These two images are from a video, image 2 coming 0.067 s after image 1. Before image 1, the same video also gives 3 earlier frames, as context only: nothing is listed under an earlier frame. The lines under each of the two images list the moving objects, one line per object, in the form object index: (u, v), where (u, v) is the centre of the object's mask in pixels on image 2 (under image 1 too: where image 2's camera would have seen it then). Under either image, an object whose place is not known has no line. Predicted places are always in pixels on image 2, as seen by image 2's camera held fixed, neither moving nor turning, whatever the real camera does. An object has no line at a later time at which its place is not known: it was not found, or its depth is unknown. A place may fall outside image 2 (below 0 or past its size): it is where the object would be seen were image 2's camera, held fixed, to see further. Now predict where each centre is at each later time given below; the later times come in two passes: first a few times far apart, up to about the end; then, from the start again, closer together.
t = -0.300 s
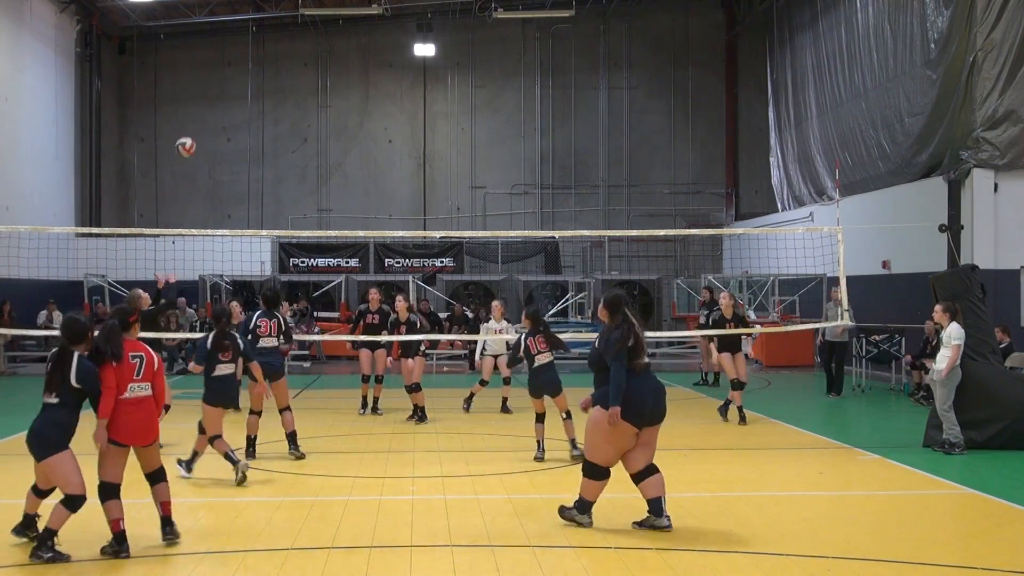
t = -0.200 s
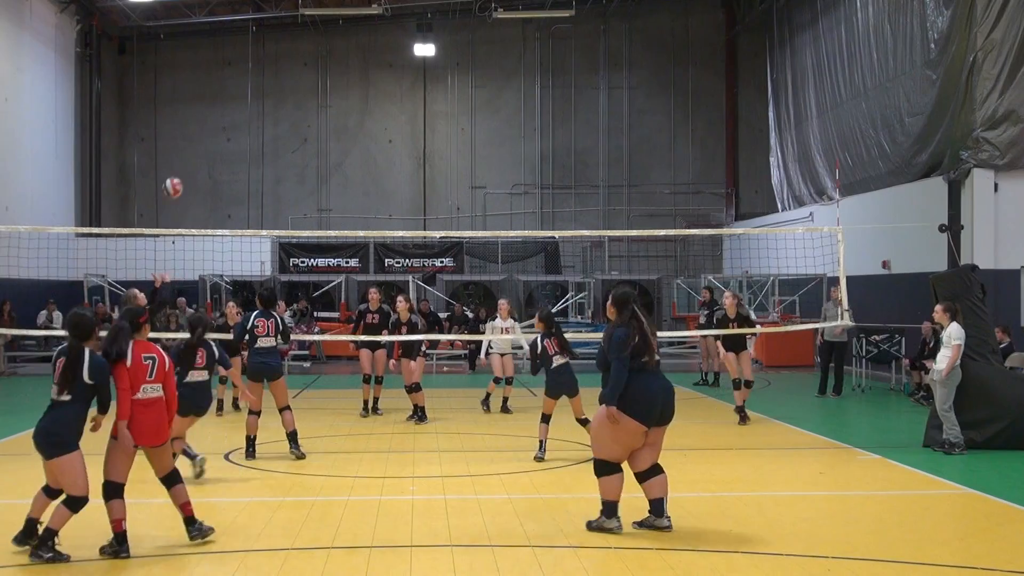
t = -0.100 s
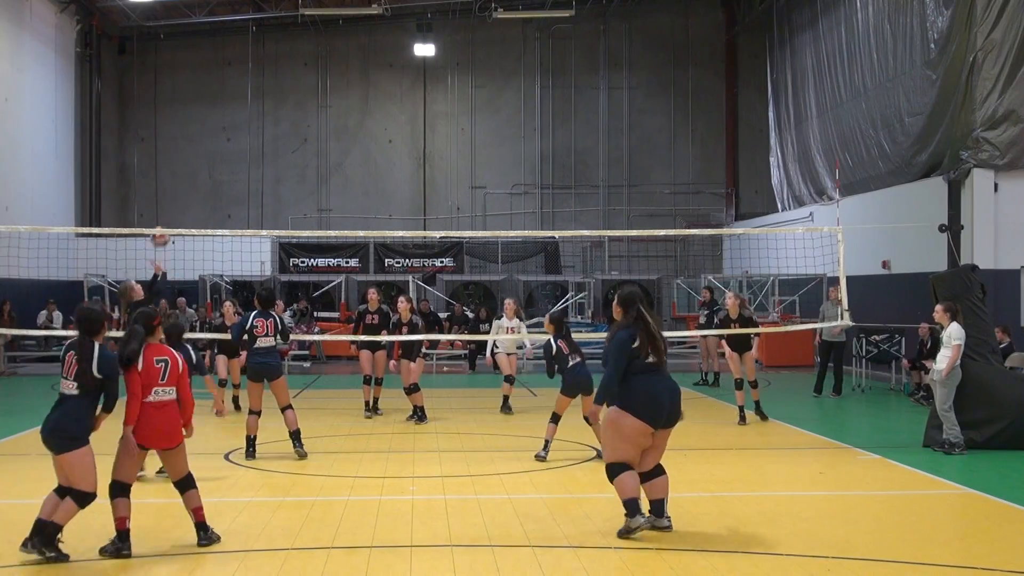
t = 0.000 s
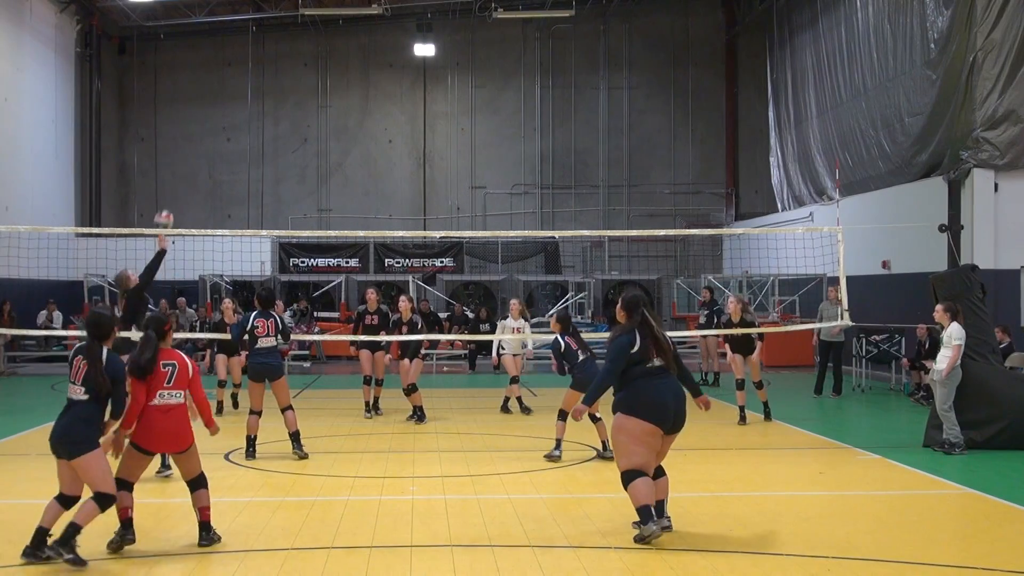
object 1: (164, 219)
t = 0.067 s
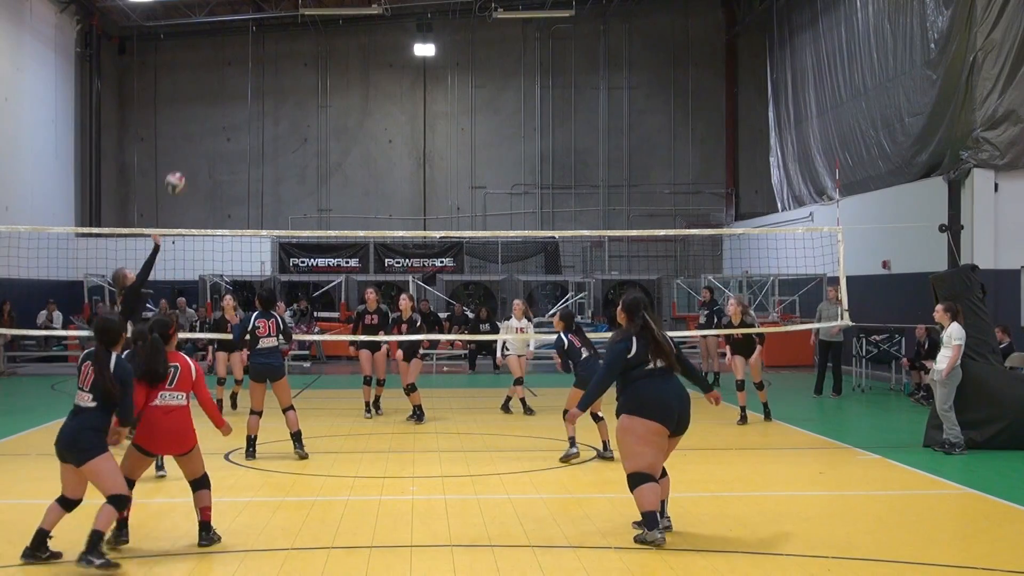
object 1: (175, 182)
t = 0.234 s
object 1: (203, 106)
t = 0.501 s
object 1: (245, 40)
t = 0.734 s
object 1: (280, 36)
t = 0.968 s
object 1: (313, 80)
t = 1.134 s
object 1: (337, 140)
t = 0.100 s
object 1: (180, 165)
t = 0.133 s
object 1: (186, 148)
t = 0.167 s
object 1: (192, 133)
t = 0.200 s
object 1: (197, 119)
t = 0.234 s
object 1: (203, 106)
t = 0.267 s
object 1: (208, 94)
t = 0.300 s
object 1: (213, 83)
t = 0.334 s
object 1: (219, 73)
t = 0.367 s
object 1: (224, 64)
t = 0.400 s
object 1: (229, 56)
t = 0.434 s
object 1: (234, 50)
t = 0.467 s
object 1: (239, 44)
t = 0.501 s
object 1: (245, 40)
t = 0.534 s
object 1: (250, 36)
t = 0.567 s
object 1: (255, 33)
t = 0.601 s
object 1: (260, 32)
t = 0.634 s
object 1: (265, 32)
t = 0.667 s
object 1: (270, 32)
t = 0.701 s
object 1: (275, 34)
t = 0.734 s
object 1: (280, 36)
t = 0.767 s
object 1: (285, 39)
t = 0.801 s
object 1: (290, 44)
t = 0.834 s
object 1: (295, 49)
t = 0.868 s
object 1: (300, 56)
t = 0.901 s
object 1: (305, 63)
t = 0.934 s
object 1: (309, 71)
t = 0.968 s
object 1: (313, 80)
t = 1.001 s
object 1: (318, 90)
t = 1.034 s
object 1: (323, 102)
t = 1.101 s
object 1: (332, 127)
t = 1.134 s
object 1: (337, 140)
